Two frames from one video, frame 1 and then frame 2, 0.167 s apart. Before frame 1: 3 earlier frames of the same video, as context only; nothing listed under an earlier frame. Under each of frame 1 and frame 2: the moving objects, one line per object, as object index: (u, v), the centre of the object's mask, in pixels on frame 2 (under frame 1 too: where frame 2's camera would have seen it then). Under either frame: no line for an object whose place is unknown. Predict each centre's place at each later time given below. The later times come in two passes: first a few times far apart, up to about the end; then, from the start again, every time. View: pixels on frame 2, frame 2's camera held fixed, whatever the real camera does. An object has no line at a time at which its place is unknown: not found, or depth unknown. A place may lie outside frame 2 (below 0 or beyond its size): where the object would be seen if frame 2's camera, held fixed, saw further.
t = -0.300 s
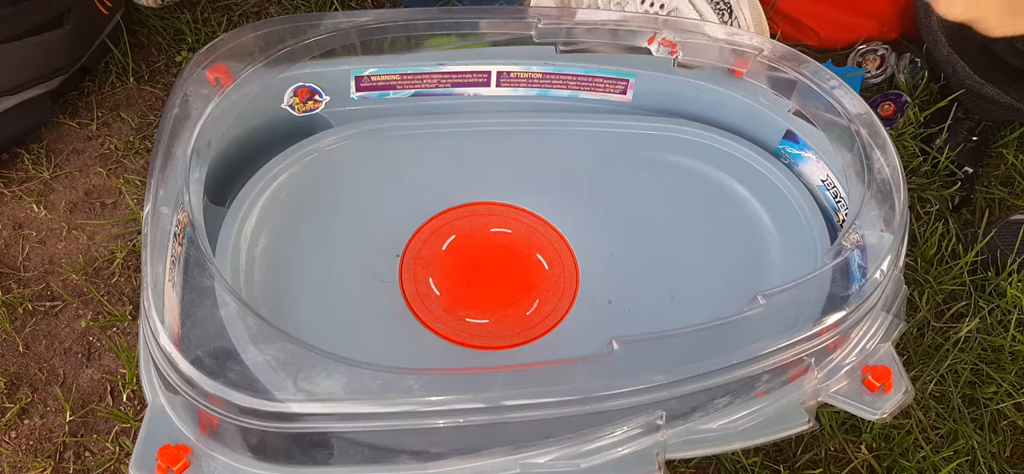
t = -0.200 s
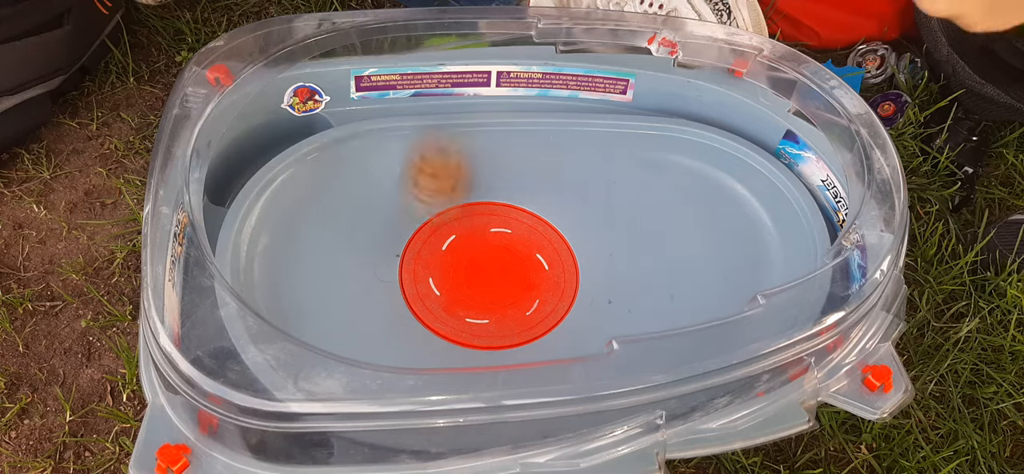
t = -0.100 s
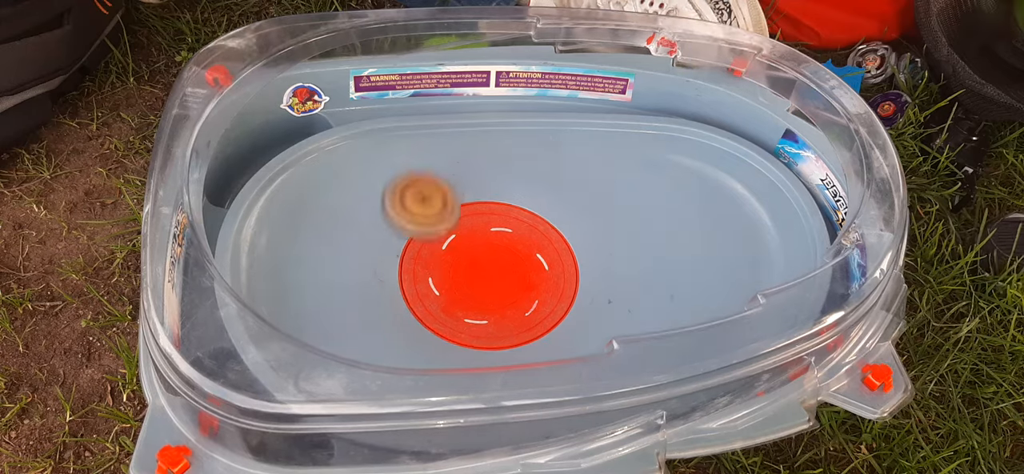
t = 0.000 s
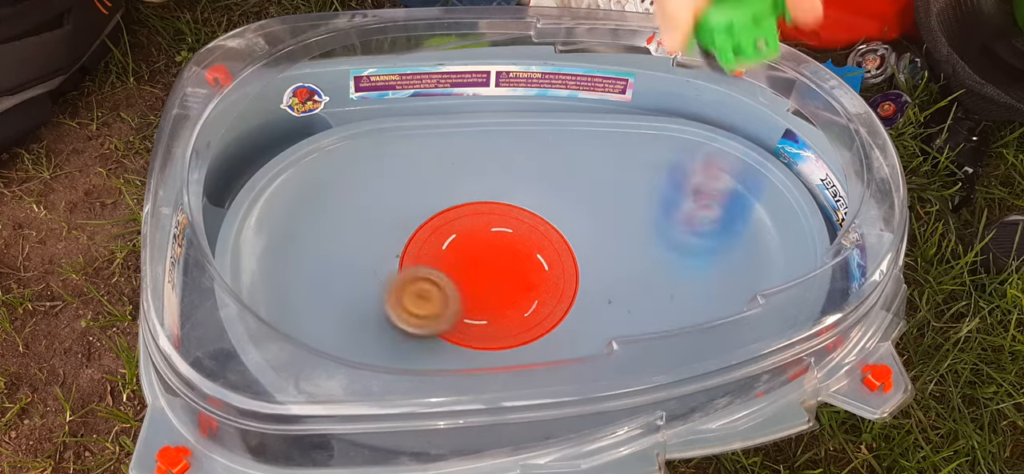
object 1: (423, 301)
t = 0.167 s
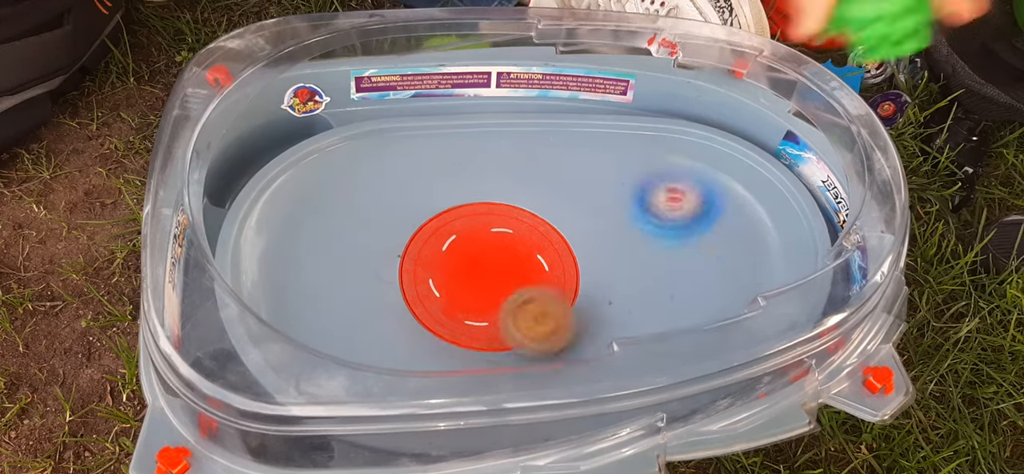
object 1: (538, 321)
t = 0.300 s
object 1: (593, 232)
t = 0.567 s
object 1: (553, 143)
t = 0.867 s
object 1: (491, 158)
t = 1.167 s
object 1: (453, 159)
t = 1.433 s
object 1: (450, 230)
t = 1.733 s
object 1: (517, 195)
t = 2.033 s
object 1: (521, 216)
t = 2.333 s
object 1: (549, 218)
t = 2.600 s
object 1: (556, 225)
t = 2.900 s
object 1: (552, 253)
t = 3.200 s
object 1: (560, 279)
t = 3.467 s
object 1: (554, 278)
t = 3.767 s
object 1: (515, 294)
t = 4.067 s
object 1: (507, 308)
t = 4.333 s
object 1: (493, 289)
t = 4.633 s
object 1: (455, 281)
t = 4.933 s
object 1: (461, 273)
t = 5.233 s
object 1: (420, 278)
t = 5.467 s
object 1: (421, 260)
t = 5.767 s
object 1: (442, 226)
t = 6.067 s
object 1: (464, 199)
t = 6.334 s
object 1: (506, 199)
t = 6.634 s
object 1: (509, 222)
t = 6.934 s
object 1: (561, 228)
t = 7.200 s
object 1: (576, 262)
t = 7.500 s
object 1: (580, 257)
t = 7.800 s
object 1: (519, 293)
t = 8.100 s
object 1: (500, 318)
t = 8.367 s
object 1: (481, 309)
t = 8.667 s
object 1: (447, 297)
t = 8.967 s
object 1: (451, 267)
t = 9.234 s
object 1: (441, 227)
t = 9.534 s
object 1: (454, 209)
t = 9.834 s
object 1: (487, 204)
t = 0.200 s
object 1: (560, 305)
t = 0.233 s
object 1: (575, 282)
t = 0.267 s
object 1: (586, 259)
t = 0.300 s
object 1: (593, 232)
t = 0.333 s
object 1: (579, 203)
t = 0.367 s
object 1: (590, 179)
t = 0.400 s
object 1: (588, 155)
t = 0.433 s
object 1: (584, 133)
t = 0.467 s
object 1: (579, 120)
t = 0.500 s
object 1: (570, 129)
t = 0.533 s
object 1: (561, 138)
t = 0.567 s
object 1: (553, 143)
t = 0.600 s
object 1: (545, 150)
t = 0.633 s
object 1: (538, 154)
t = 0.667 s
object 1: (532, 157)
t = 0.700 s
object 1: (525, 158)
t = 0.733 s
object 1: (518, 158)
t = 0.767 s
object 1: (512, 158)
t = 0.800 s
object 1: (505, 157)
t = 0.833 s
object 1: (498, 158)
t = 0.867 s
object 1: (491, 158)
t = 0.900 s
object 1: (482, 155)
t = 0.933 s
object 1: (470, 146)
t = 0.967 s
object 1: (462, 142)
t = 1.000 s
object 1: (458, 141)
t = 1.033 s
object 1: (457, 142)
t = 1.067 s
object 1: (455, 145)
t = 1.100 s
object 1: (455, 148)
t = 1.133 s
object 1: (454, 153)
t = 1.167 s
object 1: (453, 159)
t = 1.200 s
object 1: (453, 166)
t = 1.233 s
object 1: (450, 178)
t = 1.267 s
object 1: (445, 192)
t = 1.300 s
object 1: (438, 198)
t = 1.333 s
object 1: (437, 203)
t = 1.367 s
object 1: (437, 212)
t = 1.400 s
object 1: (440, 223)
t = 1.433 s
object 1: (450, 230)
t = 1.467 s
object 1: (463, 225)
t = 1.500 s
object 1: (477, 223)
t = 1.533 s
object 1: (489, 221)
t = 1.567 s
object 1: (500, 218)
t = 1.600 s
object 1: (509, 213)
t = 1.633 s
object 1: (515, 208)
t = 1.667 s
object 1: (519, 201)
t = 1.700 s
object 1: (520, 195)
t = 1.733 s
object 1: (517, 195)
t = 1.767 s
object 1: (512, 202)
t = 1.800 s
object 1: (509, 207)
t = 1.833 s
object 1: (508, 209)
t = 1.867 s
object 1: (508, 210)
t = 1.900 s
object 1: (509, 212)
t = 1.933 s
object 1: (512, 213)
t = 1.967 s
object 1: (514, 214)
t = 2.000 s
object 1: (517, 215)
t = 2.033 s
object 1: (521, 216)
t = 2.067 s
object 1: (524, 217)
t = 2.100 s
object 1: (528, 217)
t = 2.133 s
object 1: (532, 218)
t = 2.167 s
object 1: (535, 218)
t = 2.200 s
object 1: (539, 218)
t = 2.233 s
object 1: (543, 218)
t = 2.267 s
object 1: (546, 218)
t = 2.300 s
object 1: (548, 218)
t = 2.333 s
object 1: (549, 218)
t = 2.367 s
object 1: (551, 219)
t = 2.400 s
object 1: (553, 219)
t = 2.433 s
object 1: (554, 220)
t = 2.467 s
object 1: (554, 221)
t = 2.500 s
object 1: (554, 221)
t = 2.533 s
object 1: (555, 222)
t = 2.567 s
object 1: (555, 224)
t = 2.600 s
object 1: (556, 225)
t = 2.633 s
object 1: (557, 227)
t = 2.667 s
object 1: (557, 230)
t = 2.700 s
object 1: (556, 232)
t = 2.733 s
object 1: (554, 234)
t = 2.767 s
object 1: (554, 238)
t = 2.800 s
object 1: (552, 242)
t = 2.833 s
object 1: (552, 246)
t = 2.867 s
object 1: (551, 249)
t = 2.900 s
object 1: (552, 253)
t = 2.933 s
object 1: (552, 256)
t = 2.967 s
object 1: (552, 259)
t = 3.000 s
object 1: (553, 262)
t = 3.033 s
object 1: (555, 265)
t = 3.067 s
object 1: (556, 268)
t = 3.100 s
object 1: (557, 271)
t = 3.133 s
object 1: (558, 274)
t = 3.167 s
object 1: (559, 276)
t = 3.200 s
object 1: (560, 279)
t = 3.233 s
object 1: (561, 282)
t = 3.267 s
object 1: (562, 282)
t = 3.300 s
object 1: (562, 283)
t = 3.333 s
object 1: (562, 282)
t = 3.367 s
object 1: (561, 281)
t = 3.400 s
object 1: (559, 280)
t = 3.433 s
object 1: (557, 278)
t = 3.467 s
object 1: (554, 278)
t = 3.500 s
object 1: (551, 278)
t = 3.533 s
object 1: (548, 279)
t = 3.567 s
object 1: (544, 280)
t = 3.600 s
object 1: (539, 282)
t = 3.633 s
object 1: (532, 283)
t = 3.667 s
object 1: (527, 285)
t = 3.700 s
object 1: (522, 288)
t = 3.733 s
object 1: (519, 291)
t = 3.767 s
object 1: (515, 294)
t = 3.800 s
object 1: (512, 297)
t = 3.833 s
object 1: (510, 300)
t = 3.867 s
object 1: (508, 303)
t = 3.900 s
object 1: (507, 305)
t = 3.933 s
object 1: (506, 307)
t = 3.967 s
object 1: (507, 308)
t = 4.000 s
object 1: (507, 309)
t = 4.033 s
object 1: (507, 309)
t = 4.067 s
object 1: (507, 308)
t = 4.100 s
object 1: (507, 307)
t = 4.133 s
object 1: (507, 305)
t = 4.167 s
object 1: (506, 303)
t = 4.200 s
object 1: (505, 300)
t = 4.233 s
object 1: (502, 297)
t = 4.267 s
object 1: (500, 295)
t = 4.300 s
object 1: (496, 292)
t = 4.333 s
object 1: (493, 289)
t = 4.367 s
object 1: (488, 286)
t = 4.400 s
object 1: (484, 284)
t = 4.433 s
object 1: (479, 282)
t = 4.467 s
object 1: (473, 281)
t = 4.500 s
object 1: (469, 281)
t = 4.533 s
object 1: (464, 281)
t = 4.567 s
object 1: (460, 281)
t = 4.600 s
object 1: (457, 281)
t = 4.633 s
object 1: (455, 281)
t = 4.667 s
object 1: (454, 281)
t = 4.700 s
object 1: (454, 282)
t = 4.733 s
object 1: (453, 282)
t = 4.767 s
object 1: (453, 282)
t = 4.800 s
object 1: (454, 282)
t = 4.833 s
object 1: (455, 281)
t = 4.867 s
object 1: (456, 280)
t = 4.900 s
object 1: (458, 276)
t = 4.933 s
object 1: (461, 273)
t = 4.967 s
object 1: (461, 271)
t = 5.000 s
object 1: (456, 270)
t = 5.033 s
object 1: (445, 269)
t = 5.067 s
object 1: (436, 267)
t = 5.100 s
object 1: (429, 266)
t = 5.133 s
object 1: (425, 267)
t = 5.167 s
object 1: (420, 269)
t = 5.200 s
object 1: (419, 273)
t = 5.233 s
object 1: (420, 278)
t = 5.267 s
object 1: (422, 284)
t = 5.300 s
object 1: (427, 289)
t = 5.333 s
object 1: (427, 284)
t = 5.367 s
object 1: (422, 274)
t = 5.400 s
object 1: (417, 265)
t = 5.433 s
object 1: (417, 261)
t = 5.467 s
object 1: (421, 260)
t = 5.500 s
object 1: (423, 259)
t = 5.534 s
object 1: (425, 258)
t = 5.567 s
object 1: (428, 254)
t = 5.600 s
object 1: (430, 251)
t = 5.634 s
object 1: (432, 247)
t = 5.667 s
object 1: (435, 242)
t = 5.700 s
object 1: (438, 237)
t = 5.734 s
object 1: (441, 232)
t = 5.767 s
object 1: (442, 226)
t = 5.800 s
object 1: (444, 221)
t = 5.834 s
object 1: (446, 217)
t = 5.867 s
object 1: (447, 213)
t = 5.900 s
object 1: (449, 208)
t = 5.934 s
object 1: (450, 204)
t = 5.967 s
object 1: (453, 202)
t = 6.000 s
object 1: (456, 201)
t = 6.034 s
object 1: (460, 200)
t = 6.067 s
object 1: (464, 199)
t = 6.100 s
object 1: (469, 199)
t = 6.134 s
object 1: (473, 199)
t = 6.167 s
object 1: (476, 200)
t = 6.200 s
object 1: (480, 201)
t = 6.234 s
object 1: (485, 202)
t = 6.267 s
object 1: (493, 201)
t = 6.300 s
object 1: (501, 200)
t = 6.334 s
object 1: (506, 199)
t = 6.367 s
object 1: (511, 198)
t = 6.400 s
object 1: (515, 197)
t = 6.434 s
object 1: (519, 197)
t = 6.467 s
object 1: (510, 201)
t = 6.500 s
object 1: (500, 207)
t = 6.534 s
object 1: (497, 210)
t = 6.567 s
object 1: (499, 214)
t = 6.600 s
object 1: (502, 218)
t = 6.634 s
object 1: (509, 222)
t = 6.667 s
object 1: (517, 224)
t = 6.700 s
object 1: (527, 226)
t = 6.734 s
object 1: (536, 227)
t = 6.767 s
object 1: (546, 228)
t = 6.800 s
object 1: (555, 227)
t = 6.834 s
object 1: (561, 226)
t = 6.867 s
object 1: (561, 228)
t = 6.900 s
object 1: (561, 228)
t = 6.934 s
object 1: (561, 228)
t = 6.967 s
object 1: (561, 228)
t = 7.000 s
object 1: (562, 229)
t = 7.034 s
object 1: (562, 229)
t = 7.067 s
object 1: (565, 236)
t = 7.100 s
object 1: (564, 247)
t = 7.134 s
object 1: (567, 254)
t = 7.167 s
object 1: (572, 259)
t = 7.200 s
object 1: (576, 262)
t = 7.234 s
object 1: (580, 264)
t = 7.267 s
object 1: (583, 265)
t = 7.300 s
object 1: (585, 264)
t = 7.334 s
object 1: (587, 263)
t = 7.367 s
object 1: (587, 261)
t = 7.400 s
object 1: (588, 260)
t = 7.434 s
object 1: (587, 259)
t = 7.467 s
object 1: (585, 258)
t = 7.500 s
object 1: (580, 257)
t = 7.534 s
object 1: (573, 255)
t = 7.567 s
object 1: (566, 257)
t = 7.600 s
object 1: (559, 259)
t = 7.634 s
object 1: (552, 263)
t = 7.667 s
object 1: (545, 268)
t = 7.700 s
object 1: (538, 273)
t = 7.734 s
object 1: (531, 279)
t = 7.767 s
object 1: (525, 286)
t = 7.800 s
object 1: (519, 293)
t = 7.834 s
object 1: (513, 300)
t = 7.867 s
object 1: (508, 306)
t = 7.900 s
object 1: (503, 313)
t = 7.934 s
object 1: (499, 321)
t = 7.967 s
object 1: (497, 325)
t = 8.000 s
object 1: (496, 325)
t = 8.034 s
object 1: (498, 322)
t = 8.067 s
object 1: (500, 319)
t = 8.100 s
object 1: (500, 318)
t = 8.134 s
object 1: (500, 318)
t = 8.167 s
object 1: (500, 318)
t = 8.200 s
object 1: (498, 317)
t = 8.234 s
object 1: (495, 316)
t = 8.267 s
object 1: (492, 314)
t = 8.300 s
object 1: (488, 312)
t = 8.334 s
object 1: (485, 311)
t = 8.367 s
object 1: (481, 309)
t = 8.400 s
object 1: (478, 307)
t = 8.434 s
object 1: (471, 307)
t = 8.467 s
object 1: (466, 306)
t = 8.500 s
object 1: (462, 304)
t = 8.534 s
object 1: (459, 302)
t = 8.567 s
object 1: (453, 302)
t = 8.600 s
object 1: (450, 301)
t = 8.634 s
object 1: (448, 299)
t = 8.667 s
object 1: (447, 297)
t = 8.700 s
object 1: (446, 295)
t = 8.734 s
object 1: (446, 293)
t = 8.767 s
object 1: (446, 290)
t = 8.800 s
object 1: (446, 287)
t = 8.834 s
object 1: (448, 284)
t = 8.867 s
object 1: (448, 280)
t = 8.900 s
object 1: (449, 276)
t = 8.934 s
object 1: (450, 272)
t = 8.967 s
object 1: (451, 267)
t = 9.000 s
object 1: (450, 262)
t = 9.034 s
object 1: (446, 255)
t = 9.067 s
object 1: (445, 250)
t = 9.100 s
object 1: (445, 245)
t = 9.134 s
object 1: (444, 241)
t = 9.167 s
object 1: (444, 236)
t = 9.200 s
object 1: (442, 231)
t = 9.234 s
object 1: (441, 227)
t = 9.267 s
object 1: (440, 223)
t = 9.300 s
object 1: (441, 221)
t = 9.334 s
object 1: (442, 220)
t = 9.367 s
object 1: (443, 219)
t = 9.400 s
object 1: (445, 218)
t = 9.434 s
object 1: (447, 217)
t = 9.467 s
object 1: (449, 216)
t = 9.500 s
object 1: (450, 213)
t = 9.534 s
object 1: (454, 209)
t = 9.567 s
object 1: (458, 206)
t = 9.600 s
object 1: (461, 205)
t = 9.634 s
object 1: (463, 204)
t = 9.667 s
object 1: (464, 204)
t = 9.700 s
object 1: (465, 205)
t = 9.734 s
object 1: (470, 205)
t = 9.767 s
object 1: (476, 205)
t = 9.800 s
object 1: (481, 204)
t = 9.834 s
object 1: (487, 204)
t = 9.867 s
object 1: (493, 203)
